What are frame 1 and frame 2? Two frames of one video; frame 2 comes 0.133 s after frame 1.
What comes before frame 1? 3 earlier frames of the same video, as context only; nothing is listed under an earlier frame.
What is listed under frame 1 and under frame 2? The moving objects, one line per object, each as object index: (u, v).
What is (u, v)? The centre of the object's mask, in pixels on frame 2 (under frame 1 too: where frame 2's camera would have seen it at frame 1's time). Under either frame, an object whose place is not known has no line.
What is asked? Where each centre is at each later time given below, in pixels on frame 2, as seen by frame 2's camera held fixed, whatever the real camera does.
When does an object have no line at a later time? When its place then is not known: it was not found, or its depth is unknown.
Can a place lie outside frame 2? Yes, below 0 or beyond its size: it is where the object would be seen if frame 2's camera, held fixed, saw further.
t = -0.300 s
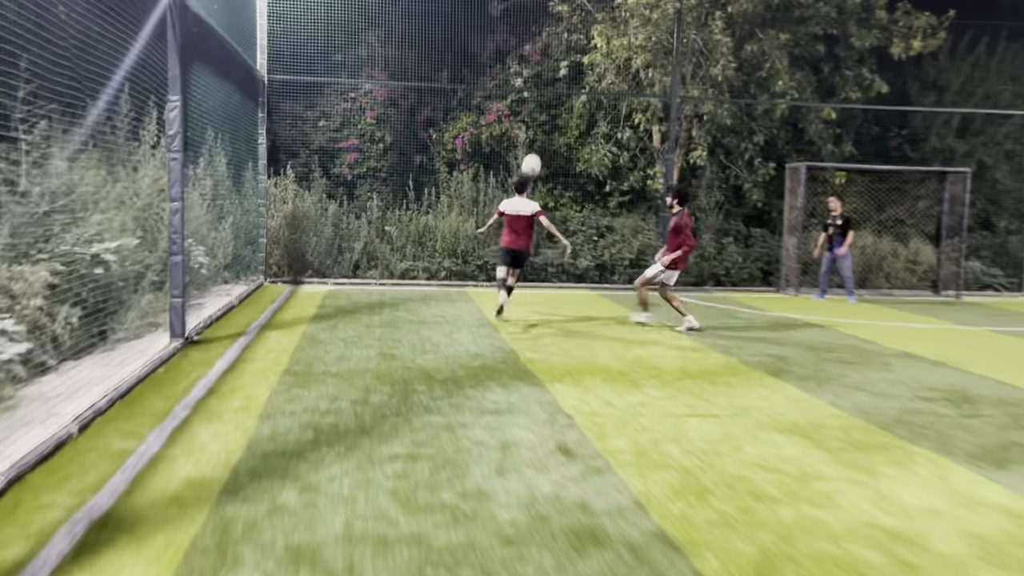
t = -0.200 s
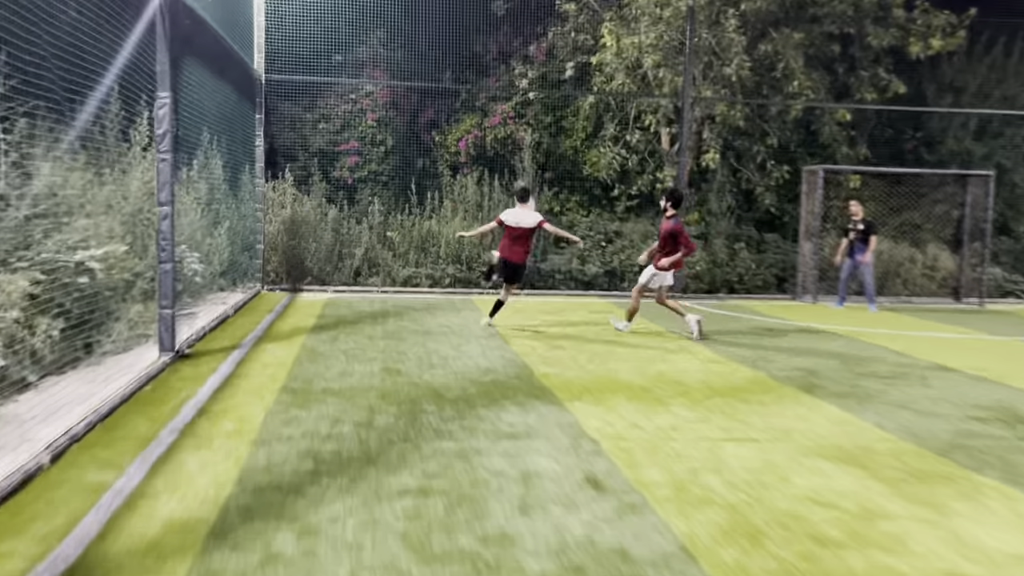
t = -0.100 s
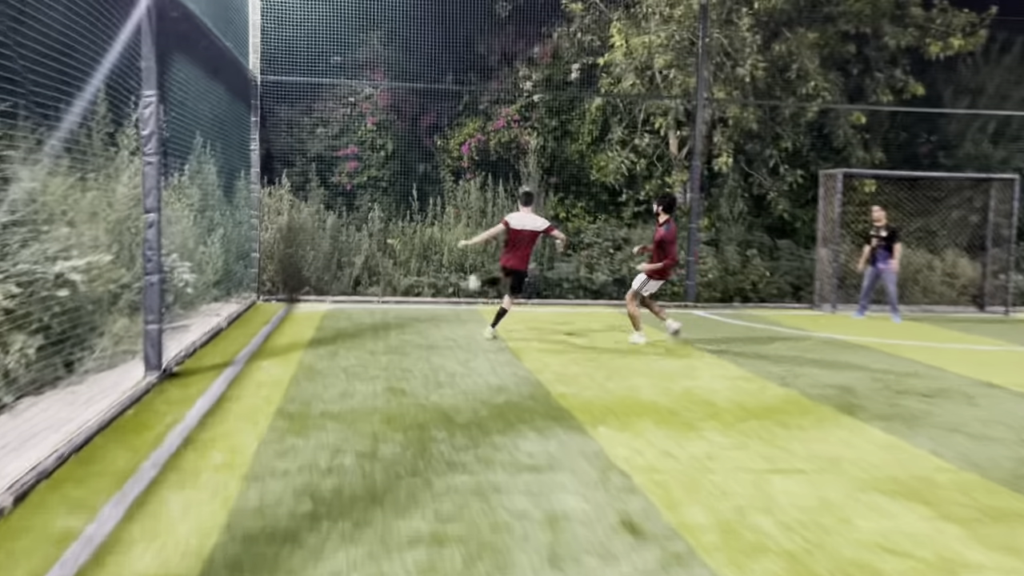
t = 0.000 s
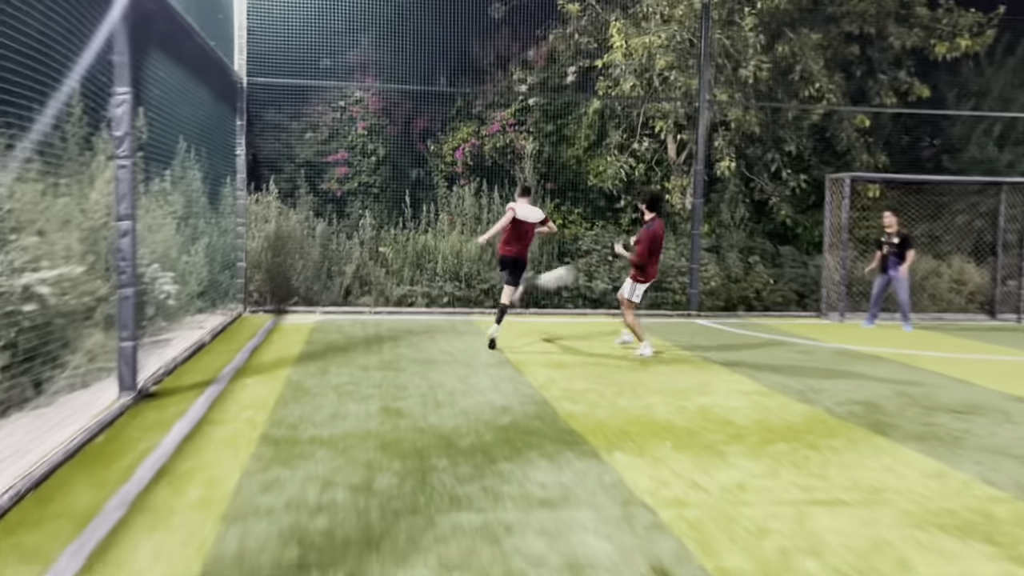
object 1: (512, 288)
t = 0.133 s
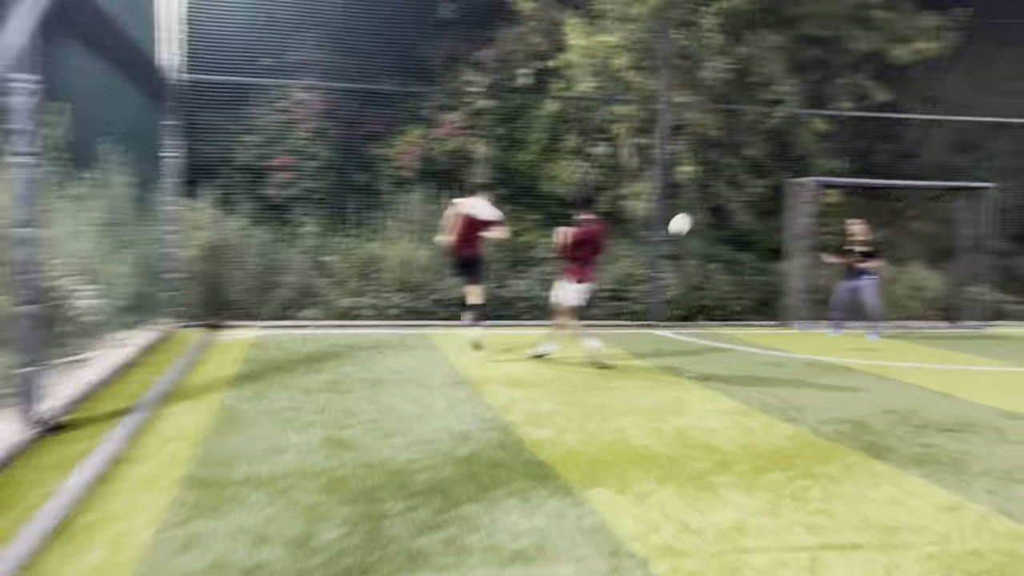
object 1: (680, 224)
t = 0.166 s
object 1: (718, 214)
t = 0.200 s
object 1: (753, 204)
